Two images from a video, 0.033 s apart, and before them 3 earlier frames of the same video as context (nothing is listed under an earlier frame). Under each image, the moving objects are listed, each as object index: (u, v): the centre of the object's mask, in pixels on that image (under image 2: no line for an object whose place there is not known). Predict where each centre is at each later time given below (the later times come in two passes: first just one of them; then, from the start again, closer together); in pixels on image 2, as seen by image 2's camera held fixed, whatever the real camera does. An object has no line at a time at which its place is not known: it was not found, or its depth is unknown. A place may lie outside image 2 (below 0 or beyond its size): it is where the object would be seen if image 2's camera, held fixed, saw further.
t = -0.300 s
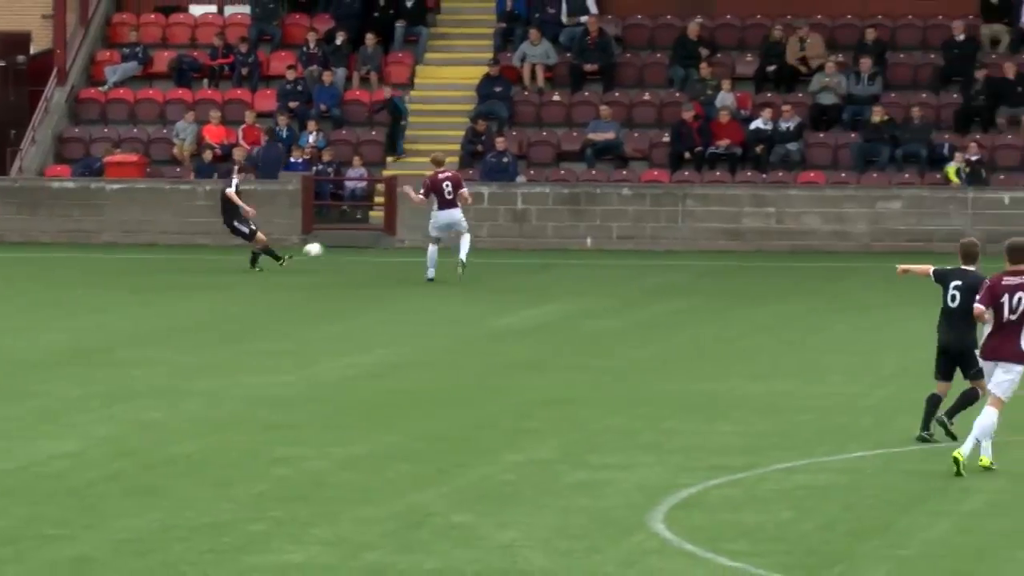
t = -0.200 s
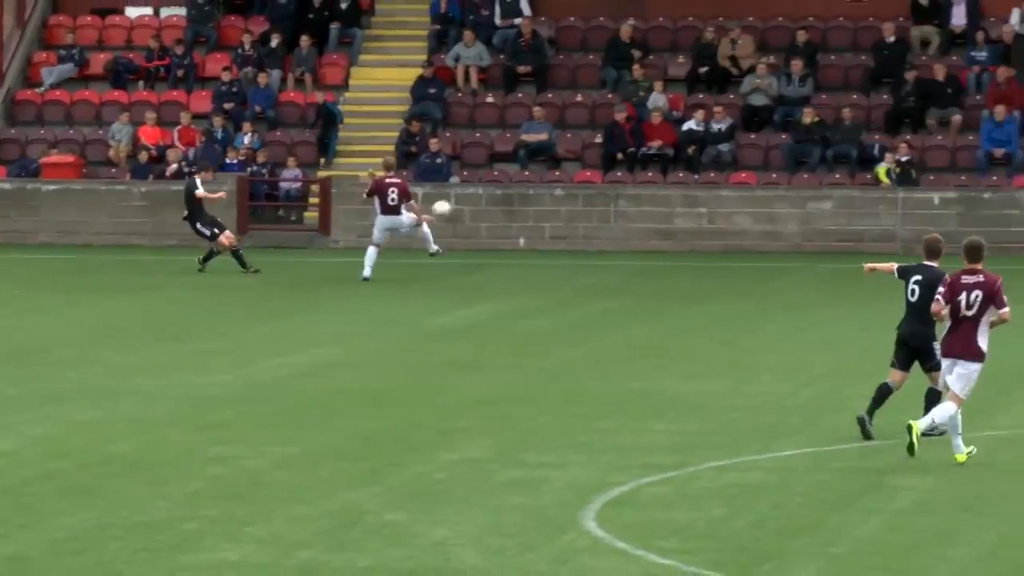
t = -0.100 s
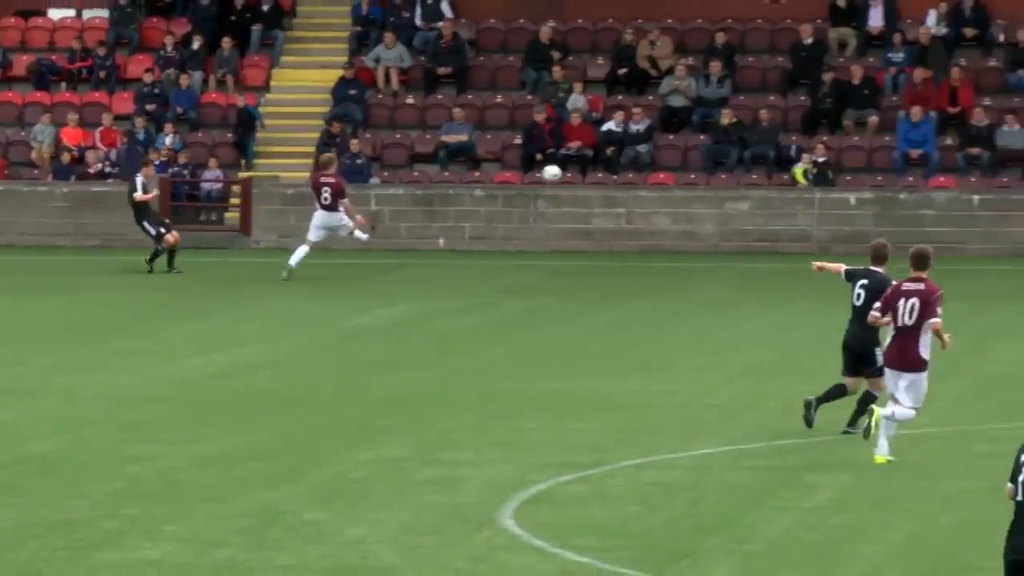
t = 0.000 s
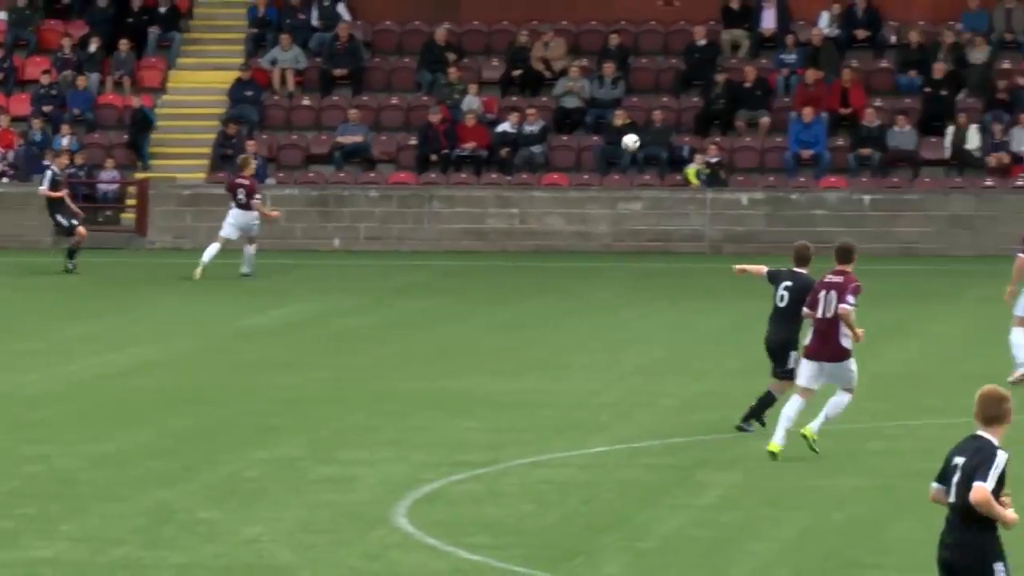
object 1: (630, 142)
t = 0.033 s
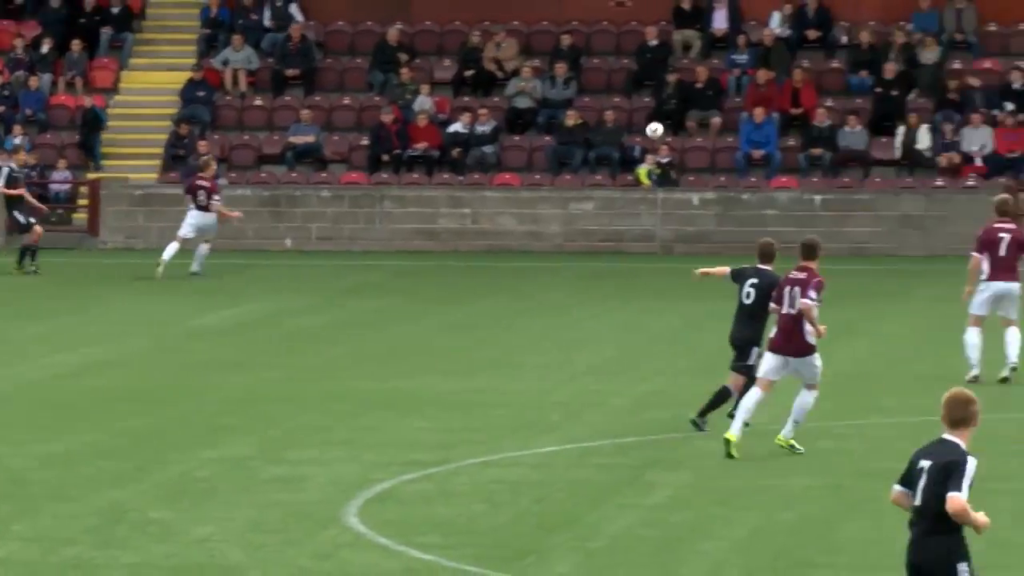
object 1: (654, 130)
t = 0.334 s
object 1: (1218, 58)
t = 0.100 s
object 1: (764, 113)
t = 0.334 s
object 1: (1218, 58)
